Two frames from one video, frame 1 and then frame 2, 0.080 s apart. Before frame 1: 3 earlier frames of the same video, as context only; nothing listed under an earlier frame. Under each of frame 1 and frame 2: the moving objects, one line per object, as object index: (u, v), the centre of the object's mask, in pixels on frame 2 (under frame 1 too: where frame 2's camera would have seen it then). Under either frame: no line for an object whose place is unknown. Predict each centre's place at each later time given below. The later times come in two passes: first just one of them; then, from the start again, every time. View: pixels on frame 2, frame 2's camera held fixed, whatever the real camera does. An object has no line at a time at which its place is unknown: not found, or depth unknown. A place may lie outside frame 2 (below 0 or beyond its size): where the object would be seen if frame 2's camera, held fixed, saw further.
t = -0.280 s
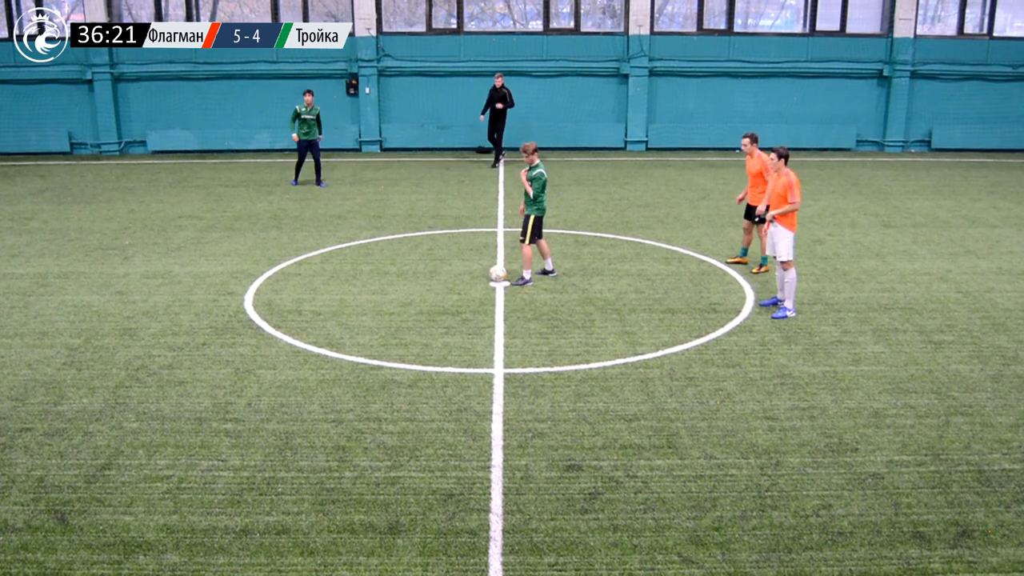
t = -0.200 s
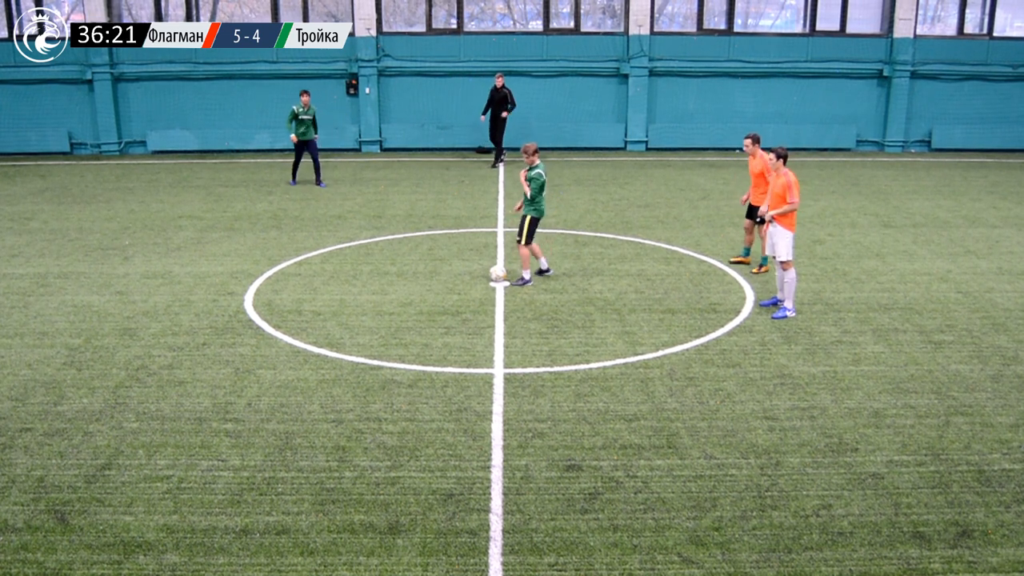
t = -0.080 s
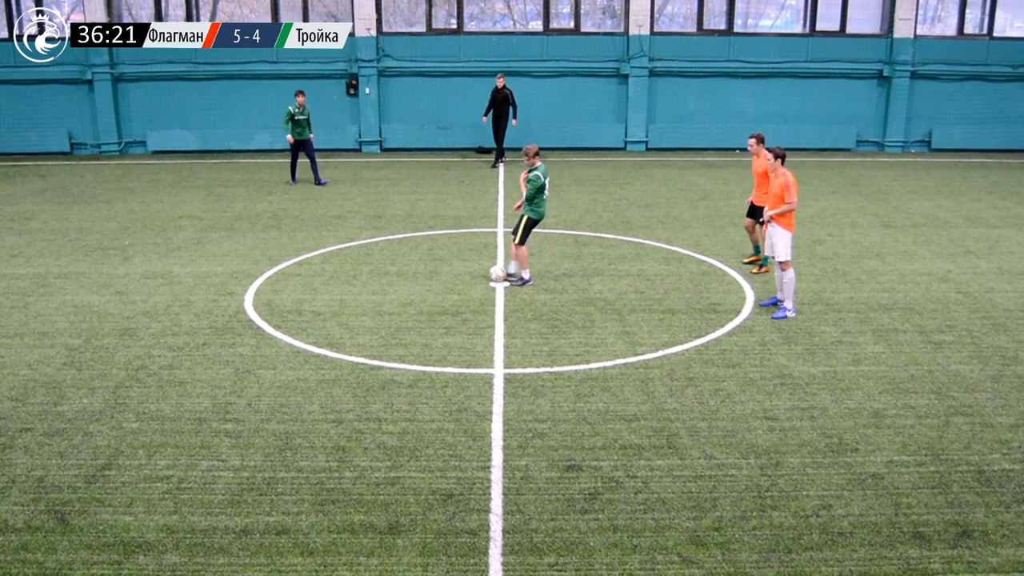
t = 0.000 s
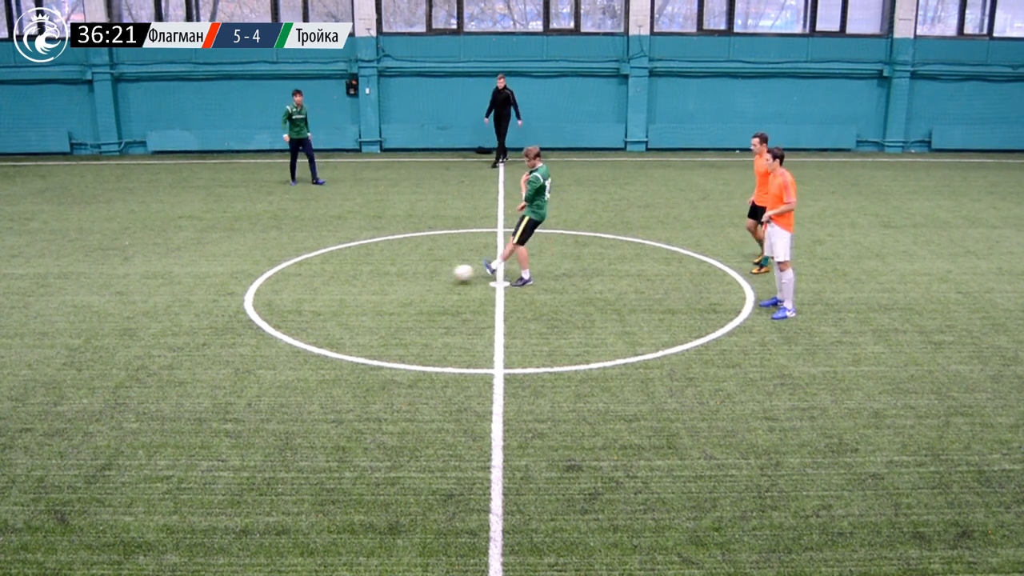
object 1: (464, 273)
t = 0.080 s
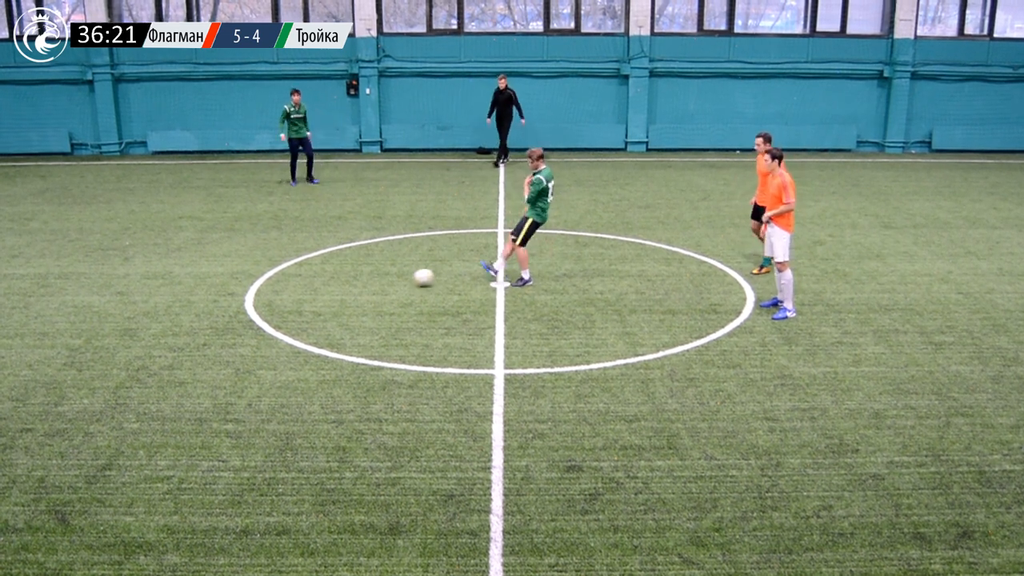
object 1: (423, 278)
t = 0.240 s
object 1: (355, 283)
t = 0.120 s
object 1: (405, 279)
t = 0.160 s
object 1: (388, 280)
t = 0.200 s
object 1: (371, 281)
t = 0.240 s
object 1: (355, 283)
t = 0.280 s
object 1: (341, 283)
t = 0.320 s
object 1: (327, 284)
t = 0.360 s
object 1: (313, 286)
